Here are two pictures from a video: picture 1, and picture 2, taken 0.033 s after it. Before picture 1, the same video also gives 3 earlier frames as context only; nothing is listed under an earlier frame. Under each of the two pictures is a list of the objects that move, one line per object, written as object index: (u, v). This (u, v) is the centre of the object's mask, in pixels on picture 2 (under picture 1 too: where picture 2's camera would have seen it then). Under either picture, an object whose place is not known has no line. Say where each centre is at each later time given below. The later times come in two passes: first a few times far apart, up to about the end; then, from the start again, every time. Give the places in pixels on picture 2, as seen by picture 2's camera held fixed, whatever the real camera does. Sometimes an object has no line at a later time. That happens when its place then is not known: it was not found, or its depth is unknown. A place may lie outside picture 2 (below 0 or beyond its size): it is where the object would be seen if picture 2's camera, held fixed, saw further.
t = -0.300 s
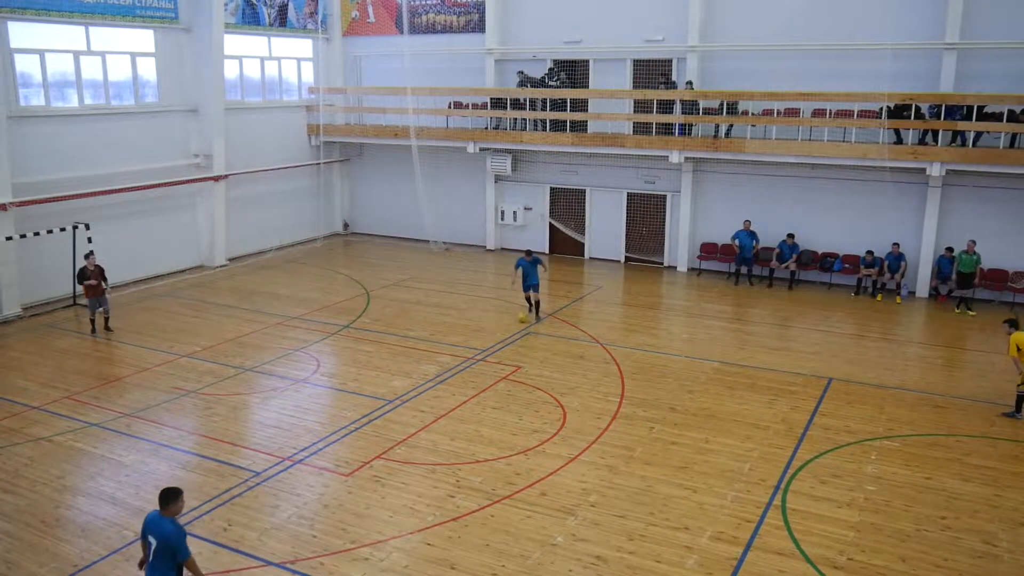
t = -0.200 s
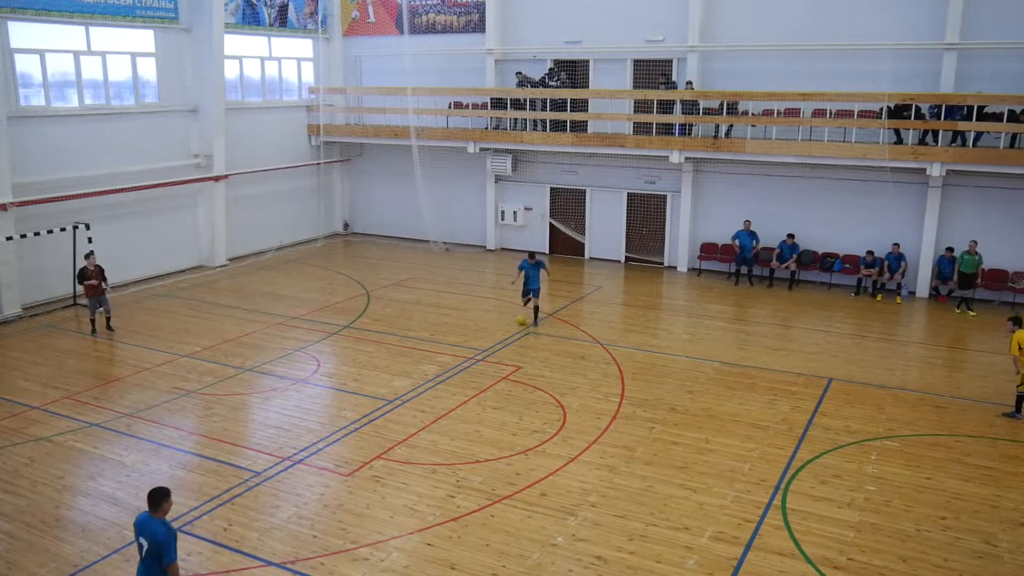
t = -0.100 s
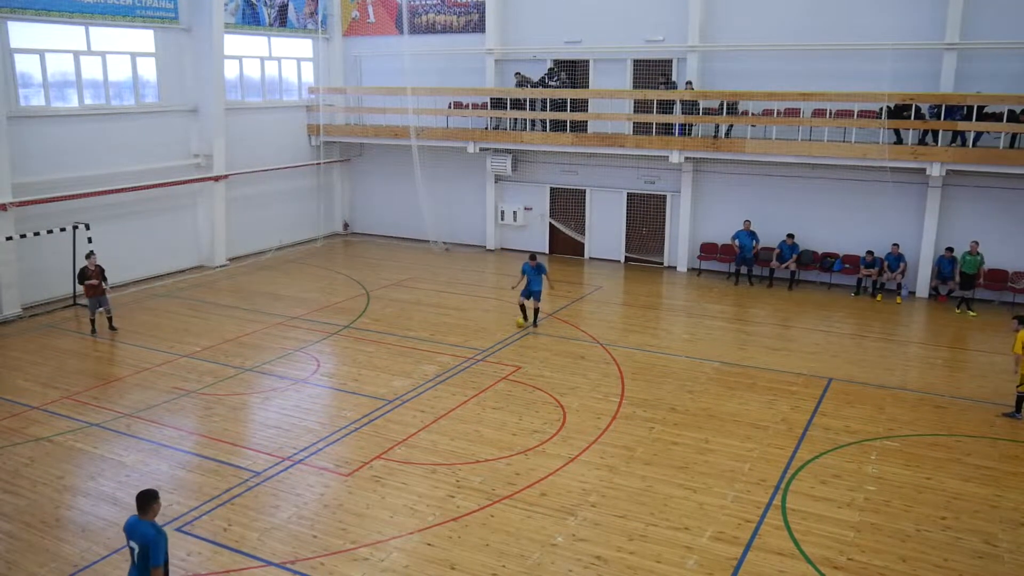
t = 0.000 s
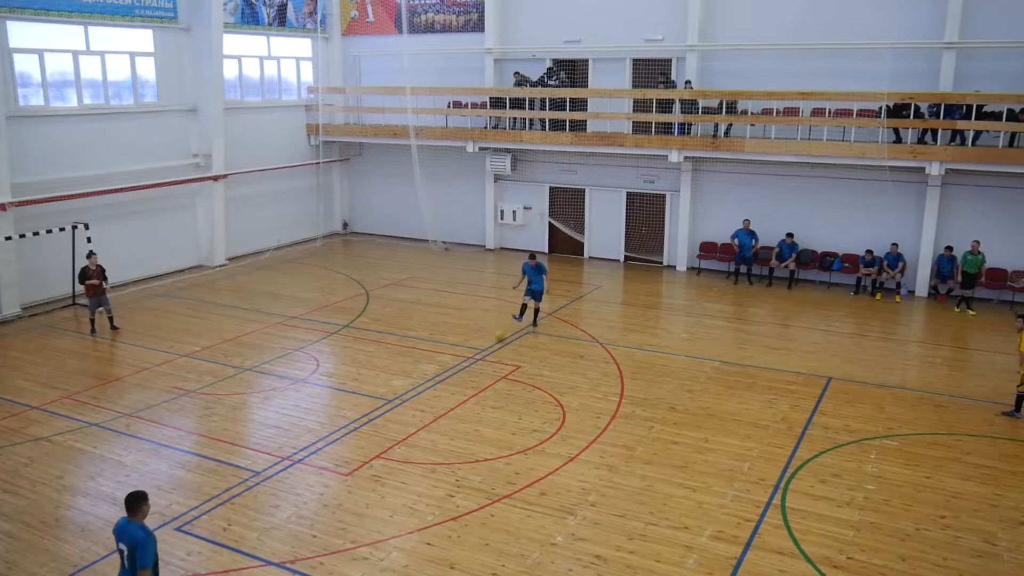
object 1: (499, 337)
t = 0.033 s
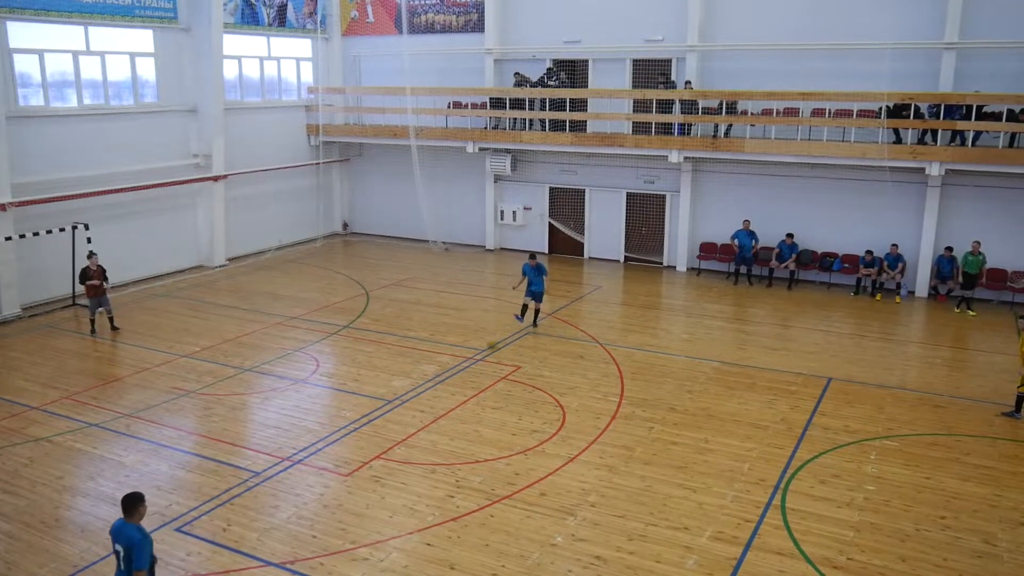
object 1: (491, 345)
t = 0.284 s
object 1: (430, 390)
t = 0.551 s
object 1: (352, 449)
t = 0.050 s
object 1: (488, 347)
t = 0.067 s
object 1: (484, 350)
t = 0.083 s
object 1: (480, 352)
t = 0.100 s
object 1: (476, 354)
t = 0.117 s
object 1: (473, 357)
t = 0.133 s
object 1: (467, 360)
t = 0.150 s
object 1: (464, 364)
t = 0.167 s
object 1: (459, 368)
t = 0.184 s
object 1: (455, 371)
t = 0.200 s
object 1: (451, 373)
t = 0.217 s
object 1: (447, 376)
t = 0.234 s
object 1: (442, 378)
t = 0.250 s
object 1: (438, 381)
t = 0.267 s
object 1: (433, 385)
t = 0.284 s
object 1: (430, 390)
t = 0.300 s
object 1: (424, 394)
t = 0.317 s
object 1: (420, 397)
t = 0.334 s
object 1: (415, 399)
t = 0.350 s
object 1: (411, 402)
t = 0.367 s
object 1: (406, 405)
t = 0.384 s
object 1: (401, 408)
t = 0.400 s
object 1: (397, 412)
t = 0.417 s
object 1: (393, 416)
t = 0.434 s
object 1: (387, 422)
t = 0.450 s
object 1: (382, 426)
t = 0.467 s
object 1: (377, 430)
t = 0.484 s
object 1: (372, 434)
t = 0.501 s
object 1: (367, 437)
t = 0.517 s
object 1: (362, 441)
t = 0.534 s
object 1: (357, 444)
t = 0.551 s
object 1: (352, 449)
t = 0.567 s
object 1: (346, 454)
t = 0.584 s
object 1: (341, 457)
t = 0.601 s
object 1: (336, 459)
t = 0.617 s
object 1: (330, 462)
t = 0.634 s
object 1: (325, 466)
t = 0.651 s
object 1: (319, 470)
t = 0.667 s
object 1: (314, 475)
